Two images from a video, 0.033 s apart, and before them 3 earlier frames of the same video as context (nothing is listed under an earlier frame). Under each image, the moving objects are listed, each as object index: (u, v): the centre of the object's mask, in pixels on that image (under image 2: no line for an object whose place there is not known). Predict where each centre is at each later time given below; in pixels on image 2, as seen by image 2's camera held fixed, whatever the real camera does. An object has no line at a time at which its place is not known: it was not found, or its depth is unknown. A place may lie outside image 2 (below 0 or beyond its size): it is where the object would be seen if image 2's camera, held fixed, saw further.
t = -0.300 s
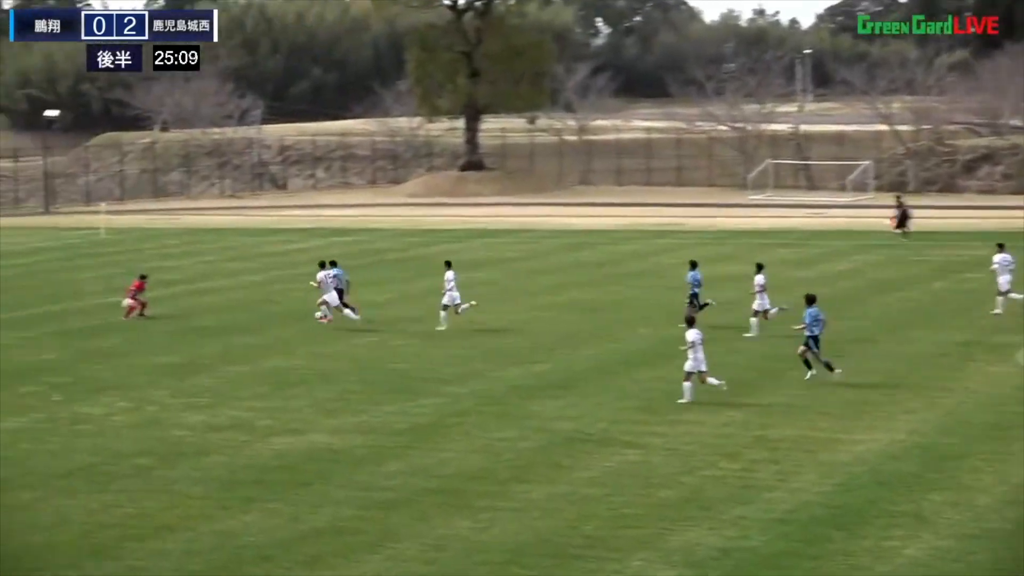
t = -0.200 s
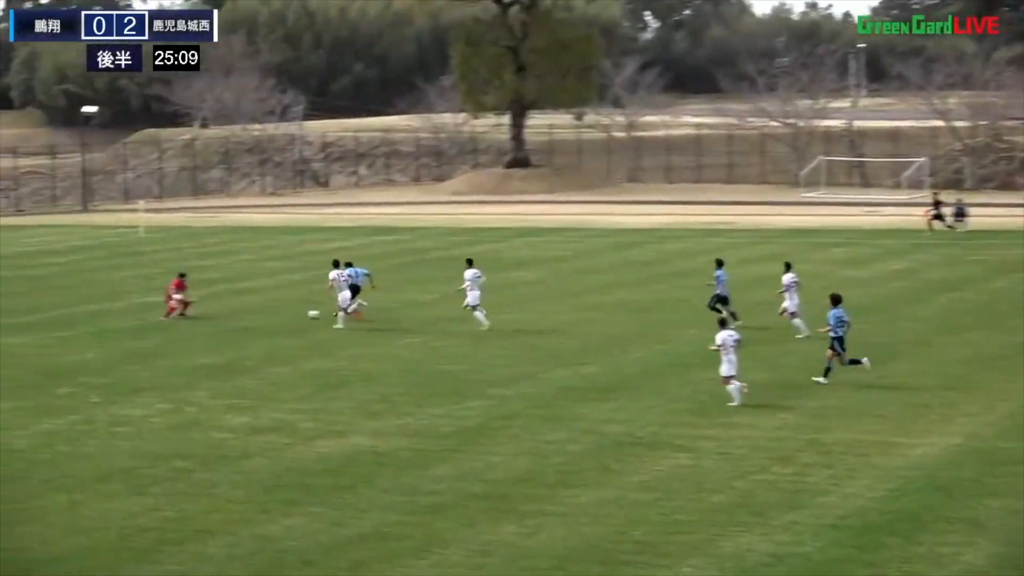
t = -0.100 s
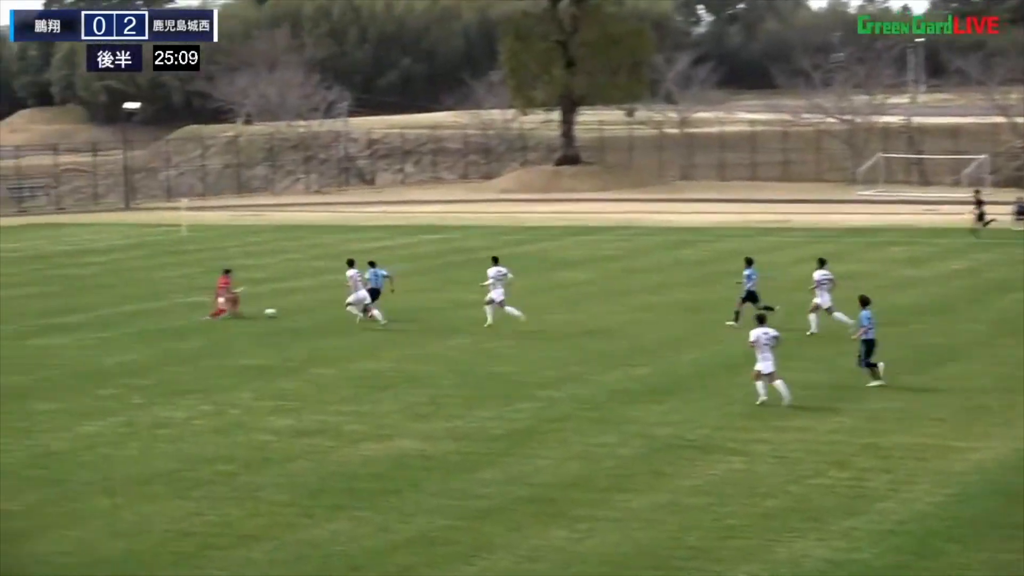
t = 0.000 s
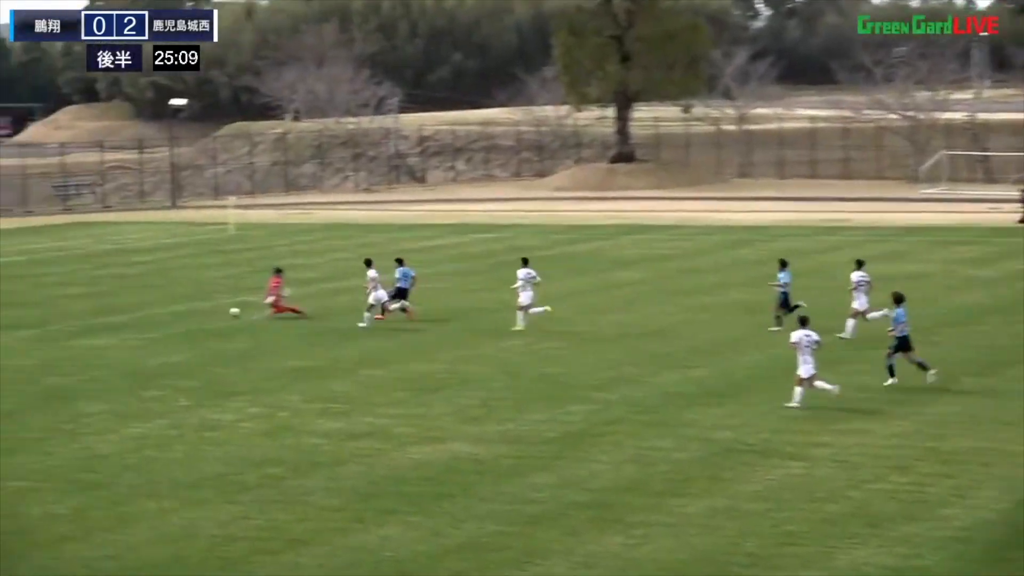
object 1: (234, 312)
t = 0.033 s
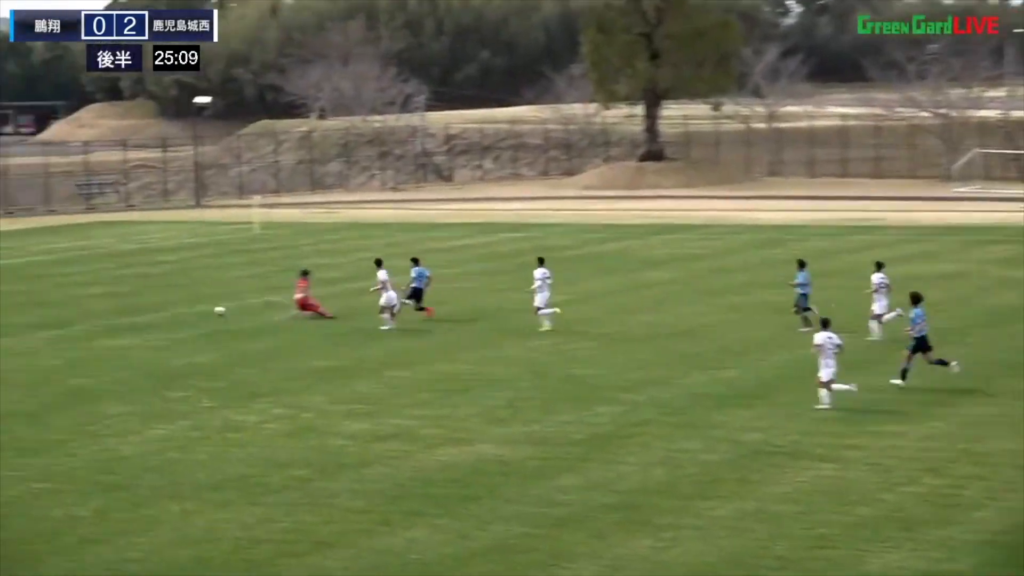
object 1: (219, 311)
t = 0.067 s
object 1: (206, 310)
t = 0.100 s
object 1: (179, 311)
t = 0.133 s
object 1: (153, 312)
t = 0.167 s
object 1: (127, 313)
